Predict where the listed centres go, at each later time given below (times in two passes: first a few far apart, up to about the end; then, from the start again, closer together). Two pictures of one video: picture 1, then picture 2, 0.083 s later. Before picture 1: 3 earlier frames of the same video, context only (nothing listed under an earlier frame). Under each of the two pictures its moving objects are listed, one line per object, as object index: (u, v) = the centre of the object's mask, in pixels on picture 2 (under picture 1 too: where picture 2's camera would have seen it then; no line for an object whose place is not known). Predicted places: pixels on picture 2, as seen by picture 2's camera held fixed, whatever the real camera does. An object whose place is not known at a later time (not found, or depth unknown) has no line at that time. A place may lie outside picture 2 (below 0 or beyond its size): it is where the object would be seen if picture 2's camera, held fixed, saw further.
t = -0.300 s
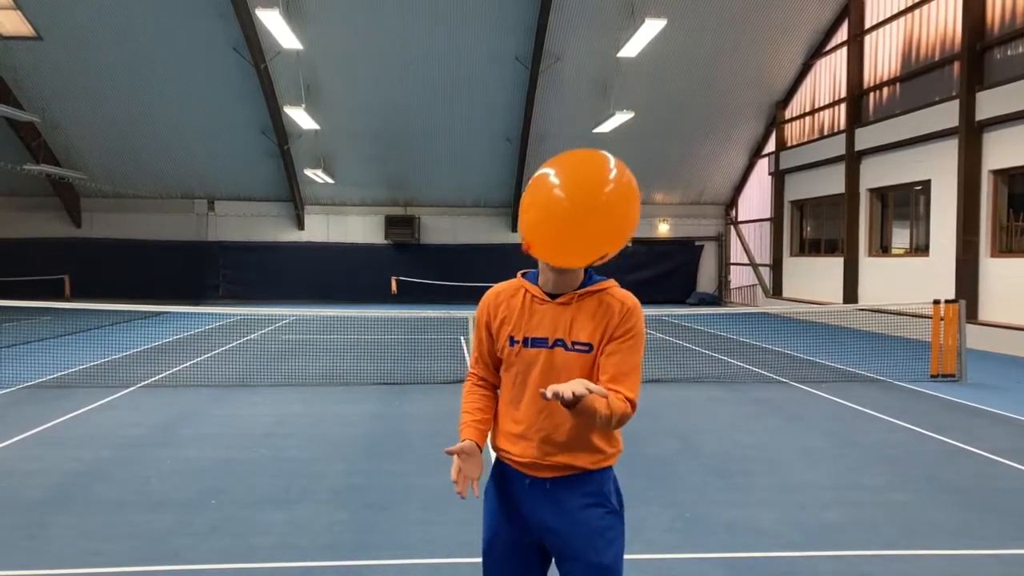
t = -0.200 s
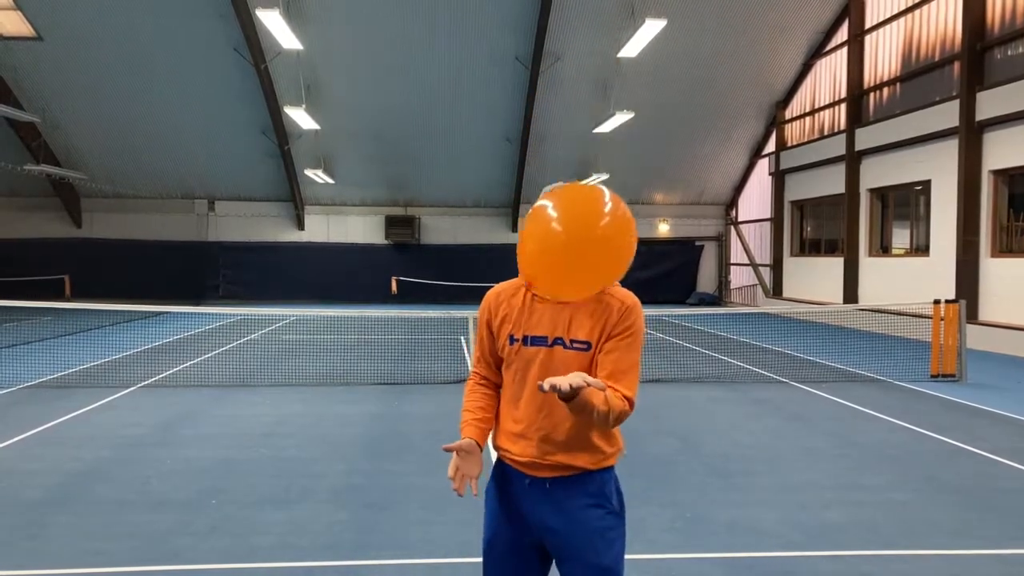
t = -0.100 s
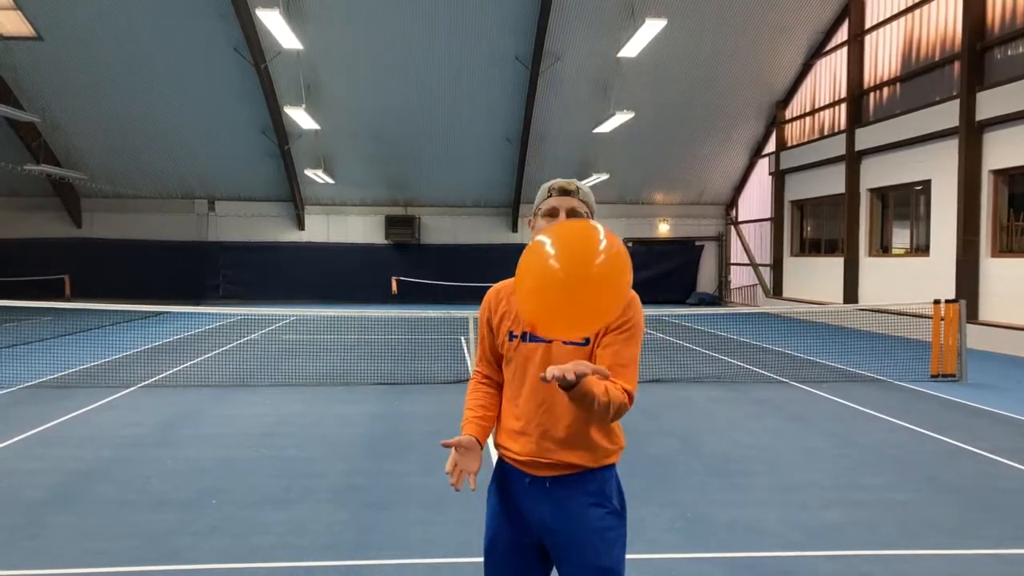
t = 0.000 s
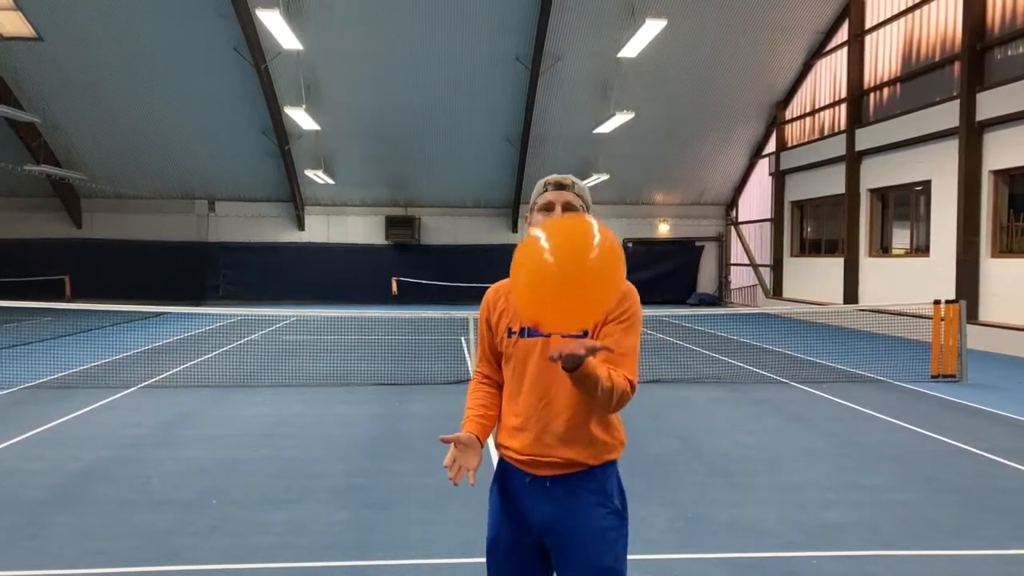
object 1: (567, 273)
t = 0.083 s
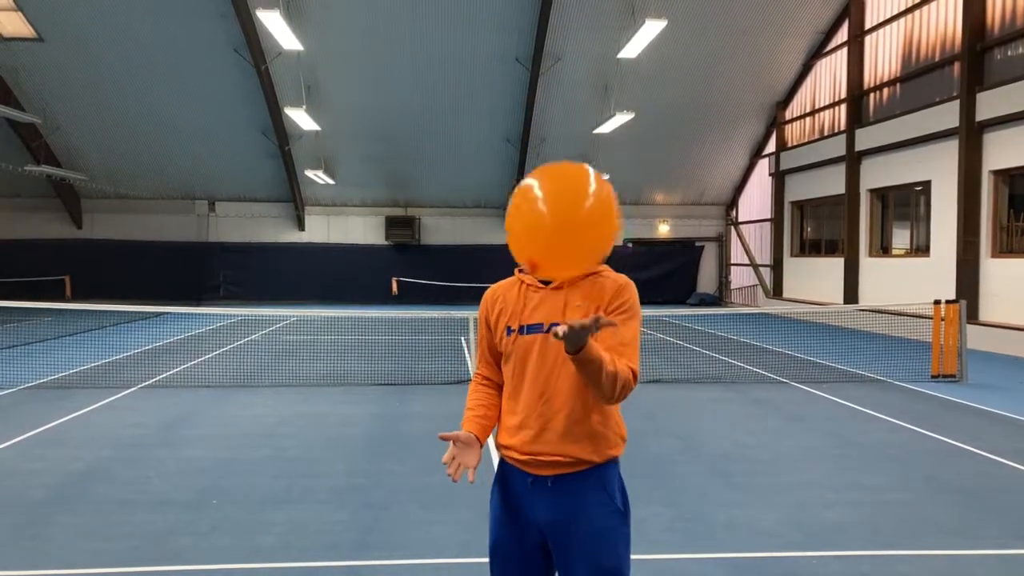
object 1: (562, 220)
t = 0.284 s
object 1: (556, 117)
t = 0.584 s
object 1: (555, 36)
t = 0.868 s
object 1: (565, 23)
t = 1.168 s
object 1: (577, 30)
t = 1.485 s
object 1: (583, 75)
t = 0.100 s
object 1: (561, 211)
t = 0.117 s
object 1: (561, 201)
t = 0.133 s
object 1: (560, 192)
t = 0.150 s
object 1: (559, 183)
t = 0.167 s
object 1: (559, 173)
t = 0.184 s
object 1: (558, 164)
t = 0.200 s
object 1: (558, 156)
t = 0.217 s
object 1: (557, 148)
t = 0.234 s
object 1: (557, 139)
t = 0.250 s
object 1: (556, 132)
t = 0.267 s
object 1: (556, 124)
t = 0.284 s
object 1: (556, 117)
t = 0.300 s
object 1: (556, 110)
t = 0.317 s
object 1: (556, 103)
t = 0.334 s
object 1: (555, 96)
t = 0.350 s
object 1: (555, 90)
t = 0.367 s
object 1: (555, 83)
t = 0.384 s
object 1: (555, 77)
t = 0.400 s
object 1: (555, 71)
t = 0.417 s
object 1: (555, 65)
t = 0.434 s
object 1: (555, 60)
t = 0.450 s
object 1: (555, 56)
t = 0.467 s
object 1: (555, 52)
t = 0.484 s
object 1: (555, 49)
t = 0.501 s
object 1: (555, 46)
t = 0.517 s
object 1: (555, 43)
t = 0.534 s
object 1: (555, 41)
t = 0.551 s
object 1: (555, 39)
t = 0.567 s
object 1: (555, 37)
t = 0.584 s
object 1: (555, 36)
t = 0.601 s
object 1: (555, 34)
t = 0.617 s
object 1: (556, 32)
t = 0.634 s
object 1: (556, 31)
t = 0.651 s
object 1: (556, 30)
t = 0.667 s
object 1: (557, 29)
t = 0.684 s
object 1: (557, 28)
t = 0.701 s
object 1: (558, 27)
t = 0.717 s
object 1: (558, 26)
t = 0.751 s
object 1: (559, 25)
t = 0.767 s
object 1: (560, 25)
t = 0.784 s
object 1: (560, 24)
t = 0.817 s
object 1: (562, 24)
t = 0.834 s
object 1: (563, 24)
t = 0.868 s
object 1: (565, 23)
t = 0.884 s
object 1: (565, 23)
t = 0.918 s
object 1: (567, 24)
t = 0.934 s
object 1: (568, 24)
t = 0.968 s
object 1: (570, 24)
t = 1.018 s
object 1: (573, 25)
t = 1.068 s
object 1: (574, 26)
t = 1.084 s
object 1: (575, 26)
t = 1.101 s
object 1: (576, 27)
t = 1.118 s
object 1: (576, 28)
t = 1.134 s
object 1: (576, 29)
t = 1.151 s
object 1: (577, 29)
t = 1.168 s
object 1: (577, 30)
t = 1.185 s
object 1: (577, 31)
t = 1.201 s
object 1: (578, 32)
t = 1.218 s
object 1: (578, 34)
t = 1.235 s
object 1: (578, 35)
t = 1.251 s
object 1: (578, 36)
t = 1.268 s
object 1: (579, 38)
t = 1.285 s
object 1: (579, 39)
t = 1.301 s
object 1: (580, 41)
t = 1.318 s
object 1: (579, 43)
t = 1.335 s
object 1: (581, 45)
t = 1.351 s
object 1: (581, 47)
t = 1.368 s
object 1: (581, 49)
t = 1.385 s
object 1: (582, 52)
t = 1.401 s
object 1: (582, 54)
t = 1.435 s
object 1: (582, 60)
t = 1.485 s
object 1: (583, 75)
